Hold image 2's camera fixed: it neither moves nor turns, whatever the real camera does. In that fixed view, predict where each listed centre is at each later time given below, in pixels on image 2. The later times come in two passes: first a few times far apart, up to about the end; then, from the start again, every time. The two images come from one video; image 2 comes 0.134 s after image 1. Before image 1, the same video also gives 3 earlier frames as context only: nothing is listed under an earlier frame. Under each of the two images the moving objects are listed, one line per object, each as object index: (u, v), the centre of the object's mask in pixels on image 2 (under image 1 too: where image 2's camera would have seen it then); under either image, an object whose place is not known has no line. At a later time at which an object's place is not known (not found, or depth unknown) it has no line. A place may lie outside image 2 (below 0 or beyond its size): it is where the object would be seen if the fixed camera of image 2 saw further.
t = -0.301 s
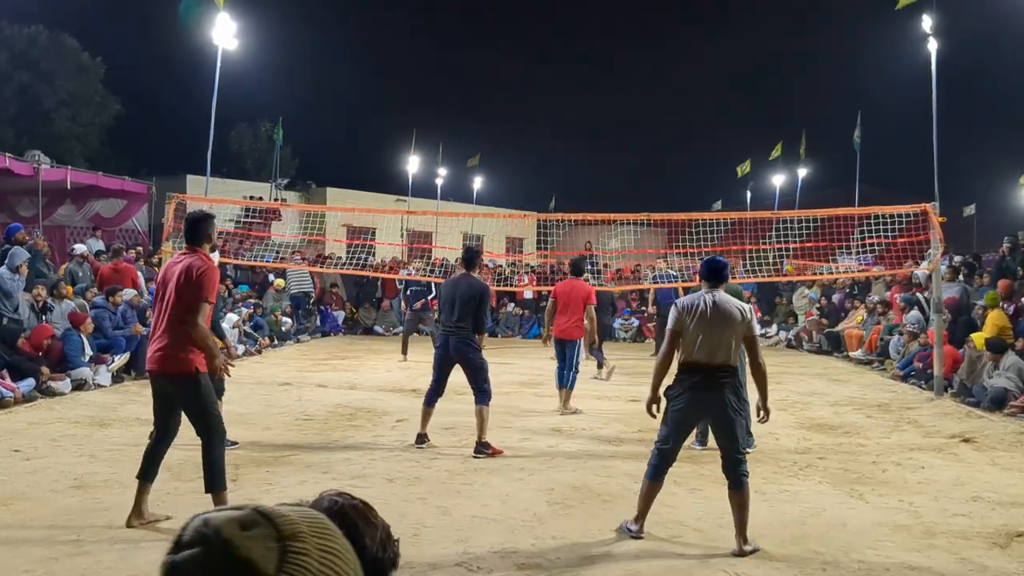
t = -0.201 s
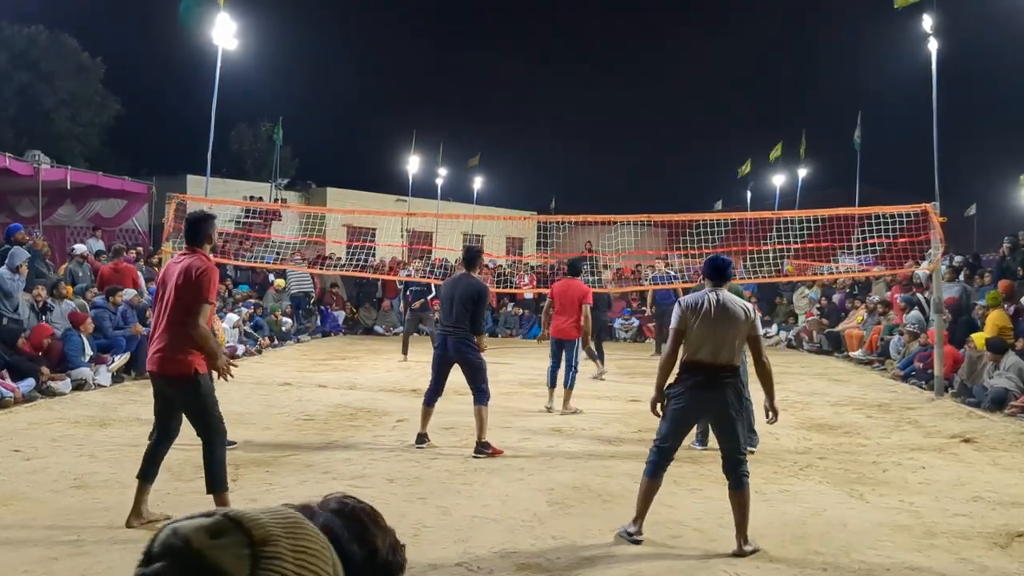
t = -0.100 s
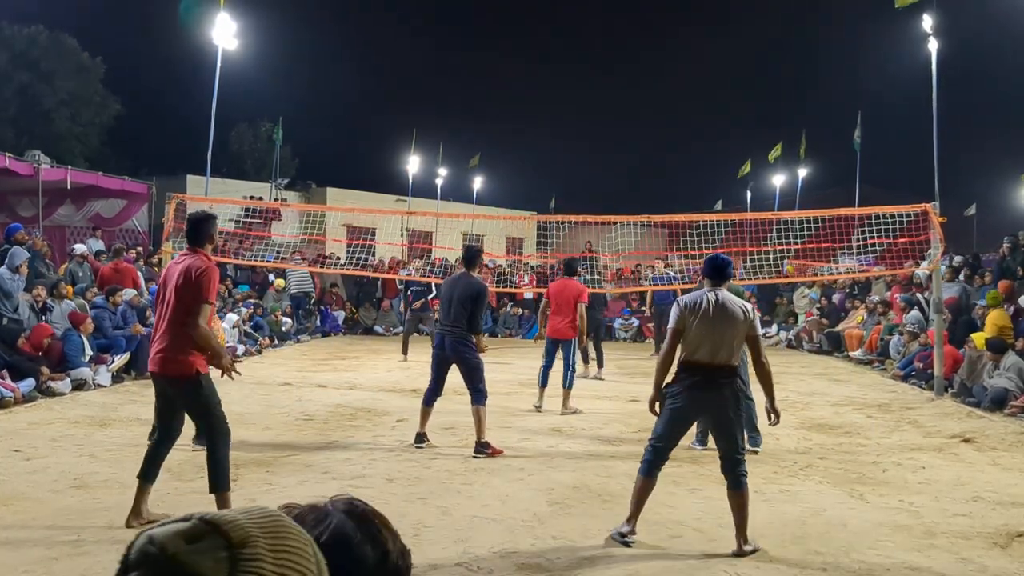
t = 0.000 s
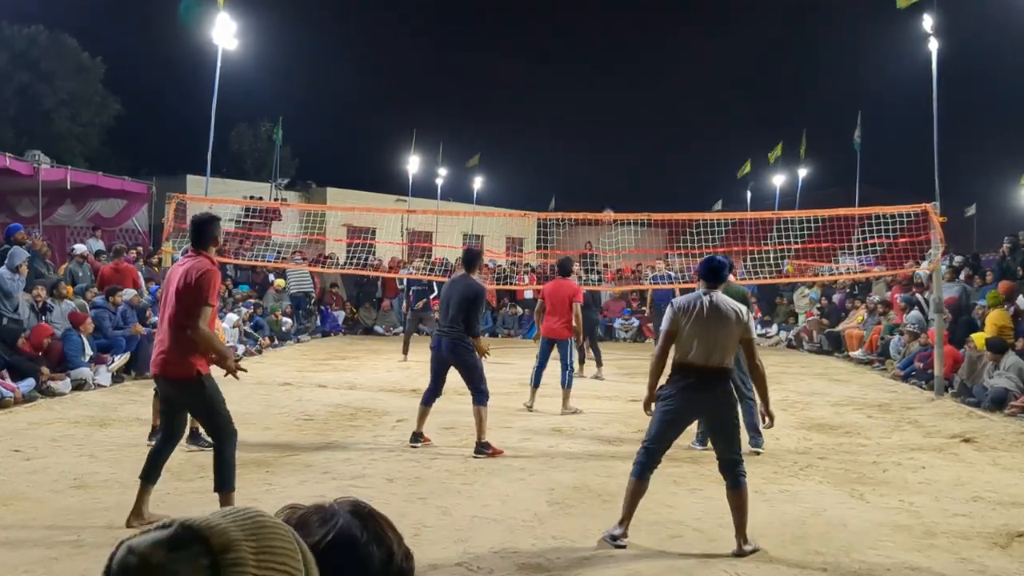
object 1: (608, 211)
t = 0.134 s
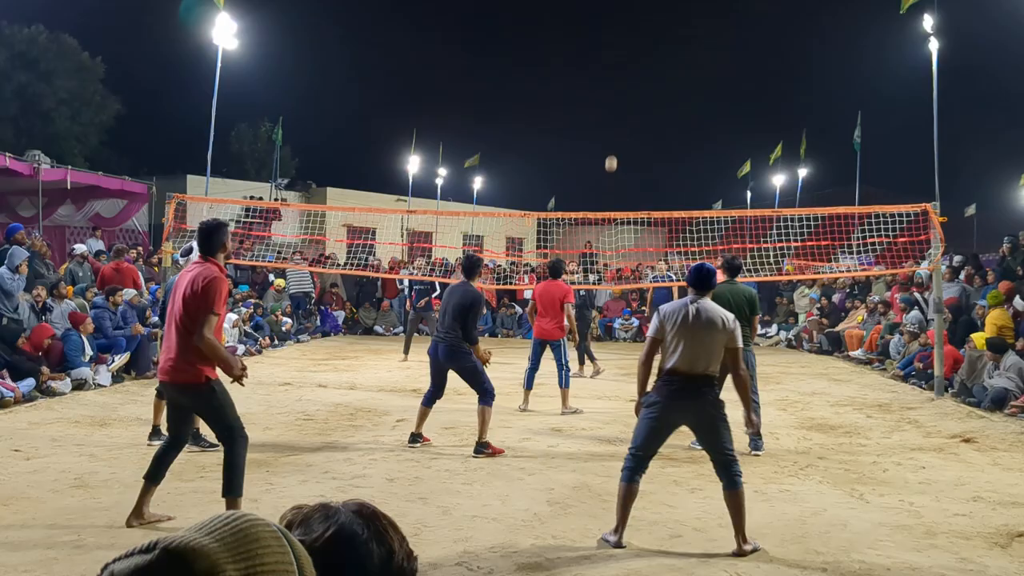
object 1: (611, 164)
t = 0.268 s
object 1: (614, 117)
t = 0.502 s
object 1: (617, 50)
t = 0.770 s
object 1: (620, 14)
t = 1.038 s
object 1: (621, 45)
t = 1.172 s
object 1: (621, 102)
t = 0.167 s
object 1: (611, 152)
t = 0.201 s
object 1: (612, 139)
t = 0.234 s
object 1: (613, 128)
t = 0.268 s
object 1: (614, 117)
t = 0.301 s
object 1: (614, 106)
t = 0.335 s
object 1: (615, 95)
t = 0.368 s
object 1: (615, 86)
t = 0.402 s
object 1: (616, 76)
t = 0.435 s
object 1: (617, 66)
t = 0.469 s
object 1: (617, 59)
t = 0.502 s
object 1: (617, 50)
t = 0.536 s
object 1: (618, 43)
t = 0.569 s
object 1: (618, 37)
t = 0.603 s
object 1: (618, 31)
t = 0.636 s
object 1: (618, 26)
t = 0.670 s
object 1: (619, 22)
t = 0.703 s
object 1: (619, 18)
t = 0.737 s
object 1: (619, 15)
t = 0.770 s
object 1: (620, 14)
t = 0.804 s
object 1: (620, 13)
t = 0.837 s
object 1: (620, 14)
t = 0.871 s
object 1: (620, 15)
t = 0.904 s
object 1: (621, 19)
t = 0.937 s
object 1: (621, 23)
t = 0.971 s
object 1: (621, 28)
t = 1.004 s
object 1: (621, 36)
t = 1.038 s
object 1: (621, 45)
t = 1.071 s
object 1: (621, 56)
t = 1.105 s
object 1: (621, 70)
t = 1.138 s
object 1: (621, 83)
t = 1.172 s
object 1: (621, 102)
